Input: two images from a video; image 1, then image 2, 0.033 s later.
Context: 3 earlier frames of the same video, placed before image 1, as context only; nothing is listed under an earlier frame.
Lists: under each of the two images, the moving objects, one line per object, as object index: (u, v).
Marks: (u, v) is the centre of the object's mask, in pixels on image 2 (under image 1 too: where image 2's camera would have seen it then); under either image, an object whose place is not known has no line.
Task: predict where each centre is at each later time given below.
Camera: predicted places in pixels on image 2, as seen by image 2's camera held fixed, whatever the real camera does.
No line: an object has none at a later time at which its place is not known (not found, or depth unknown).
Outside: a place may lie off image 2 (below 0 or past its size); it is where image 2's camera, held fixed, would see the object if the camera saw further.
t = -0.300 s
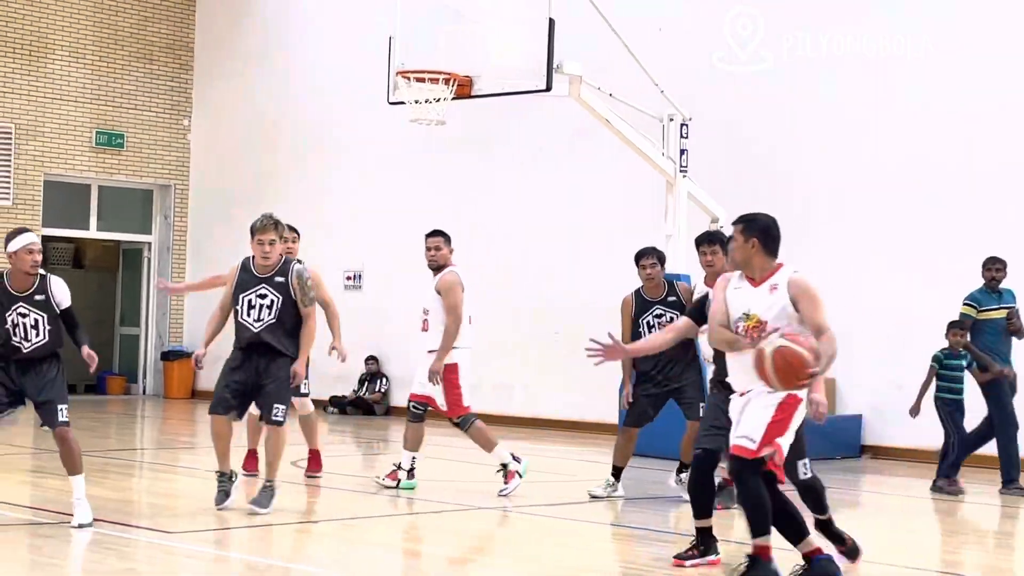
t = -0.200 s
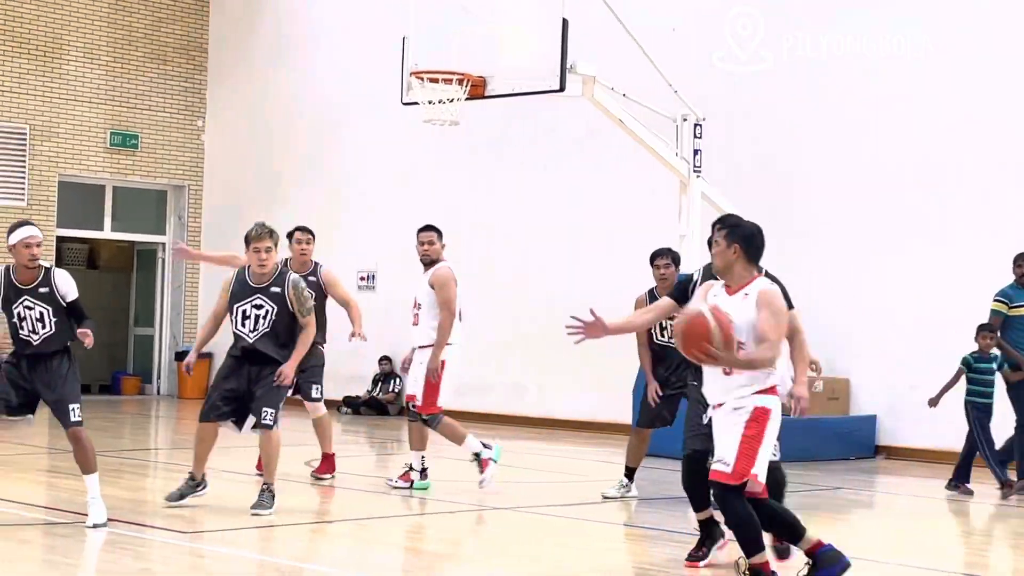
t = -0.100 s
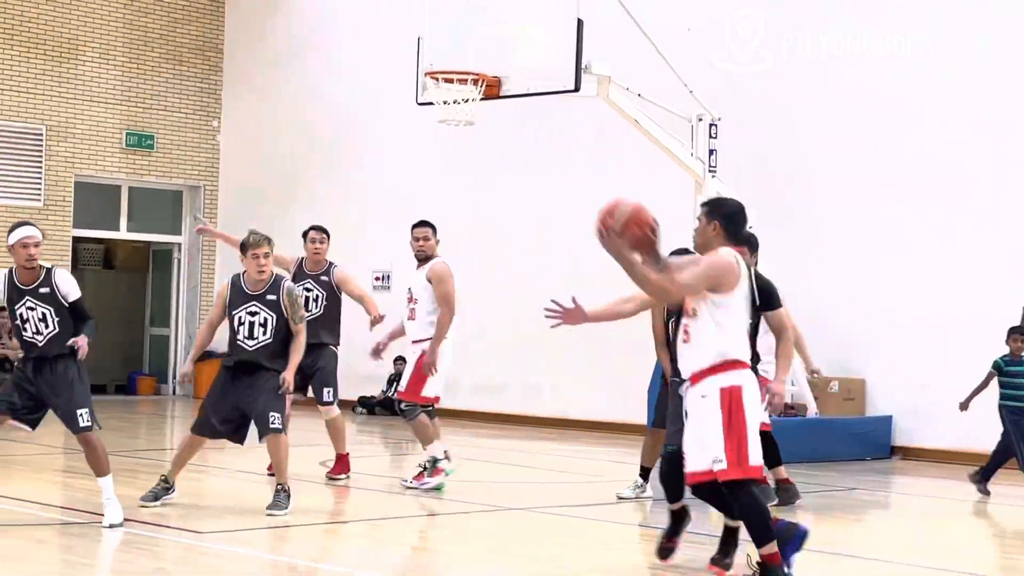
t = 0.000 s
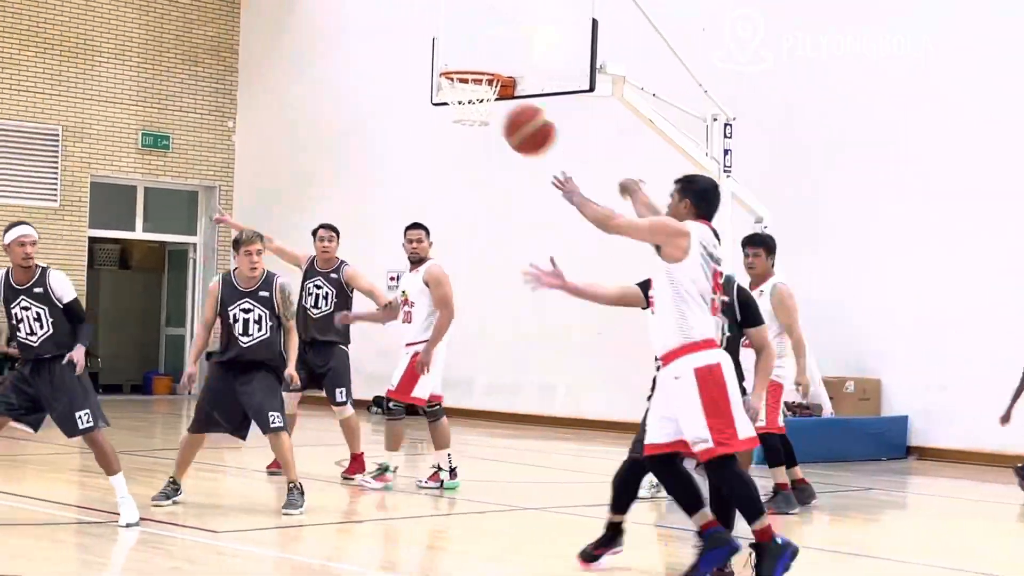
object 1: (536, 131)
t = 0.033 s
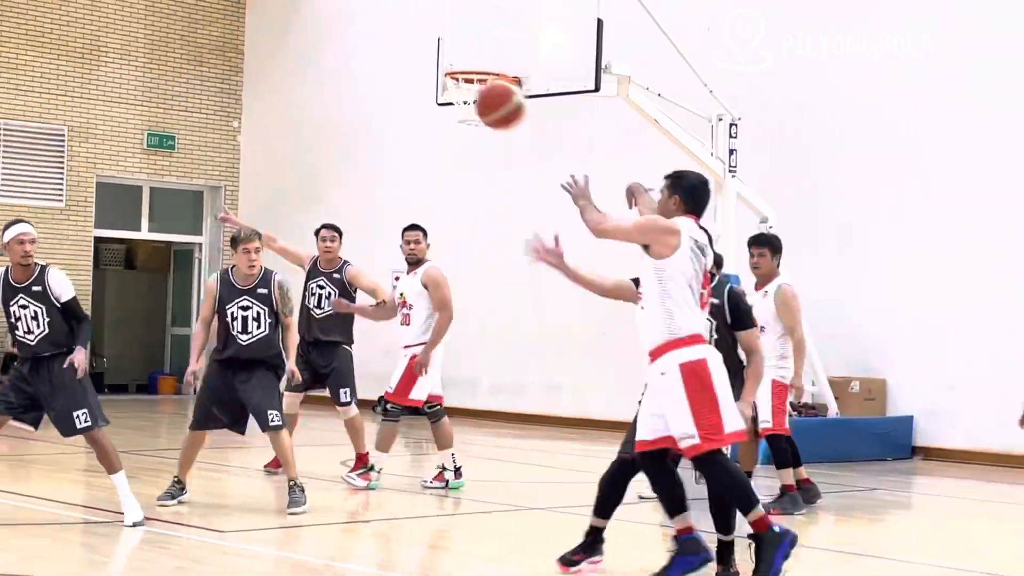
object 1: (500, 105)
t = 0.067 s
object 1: (467, 82)
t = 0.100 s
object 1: (435, 64)
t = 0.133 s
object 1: (407, 50)
